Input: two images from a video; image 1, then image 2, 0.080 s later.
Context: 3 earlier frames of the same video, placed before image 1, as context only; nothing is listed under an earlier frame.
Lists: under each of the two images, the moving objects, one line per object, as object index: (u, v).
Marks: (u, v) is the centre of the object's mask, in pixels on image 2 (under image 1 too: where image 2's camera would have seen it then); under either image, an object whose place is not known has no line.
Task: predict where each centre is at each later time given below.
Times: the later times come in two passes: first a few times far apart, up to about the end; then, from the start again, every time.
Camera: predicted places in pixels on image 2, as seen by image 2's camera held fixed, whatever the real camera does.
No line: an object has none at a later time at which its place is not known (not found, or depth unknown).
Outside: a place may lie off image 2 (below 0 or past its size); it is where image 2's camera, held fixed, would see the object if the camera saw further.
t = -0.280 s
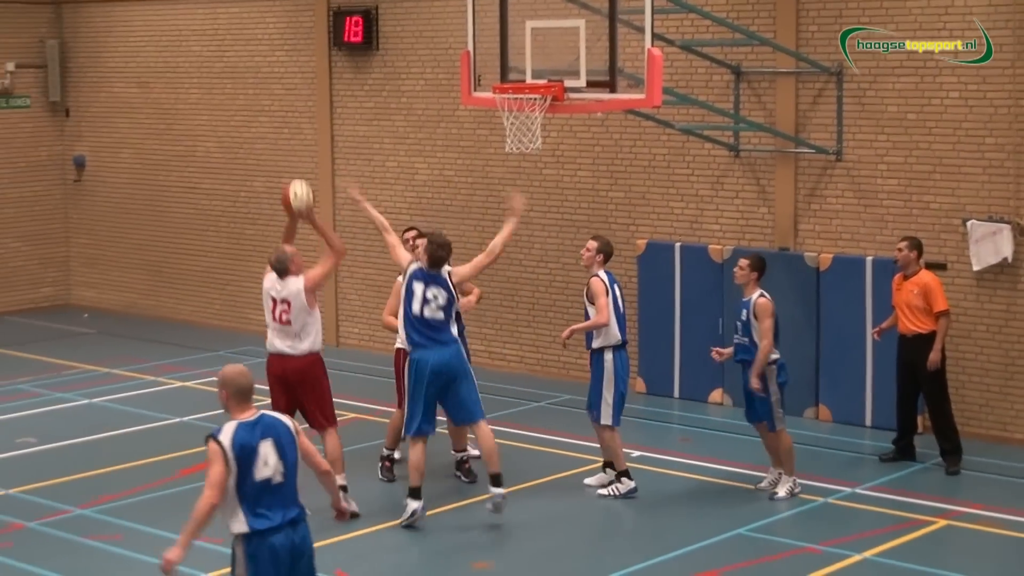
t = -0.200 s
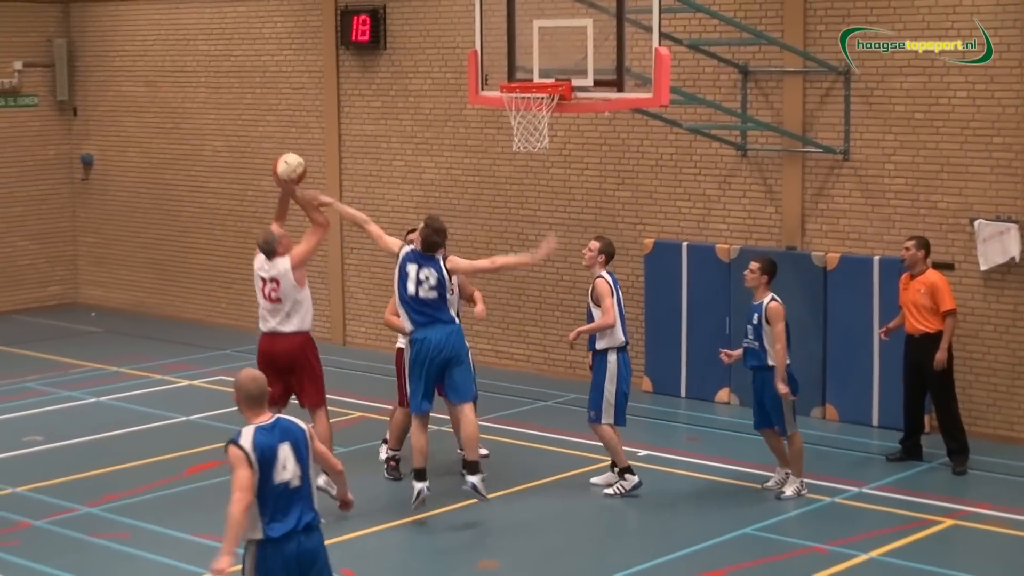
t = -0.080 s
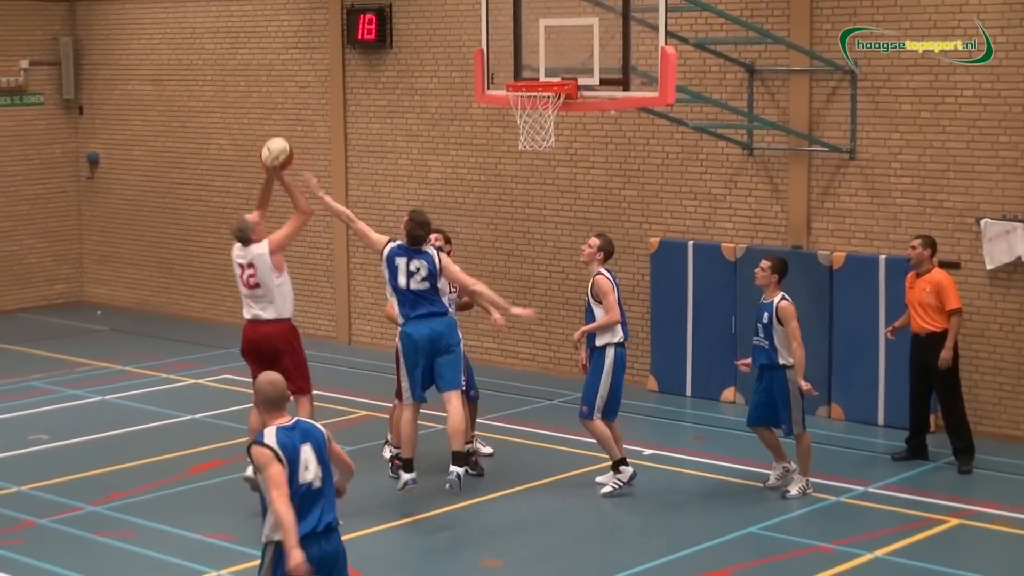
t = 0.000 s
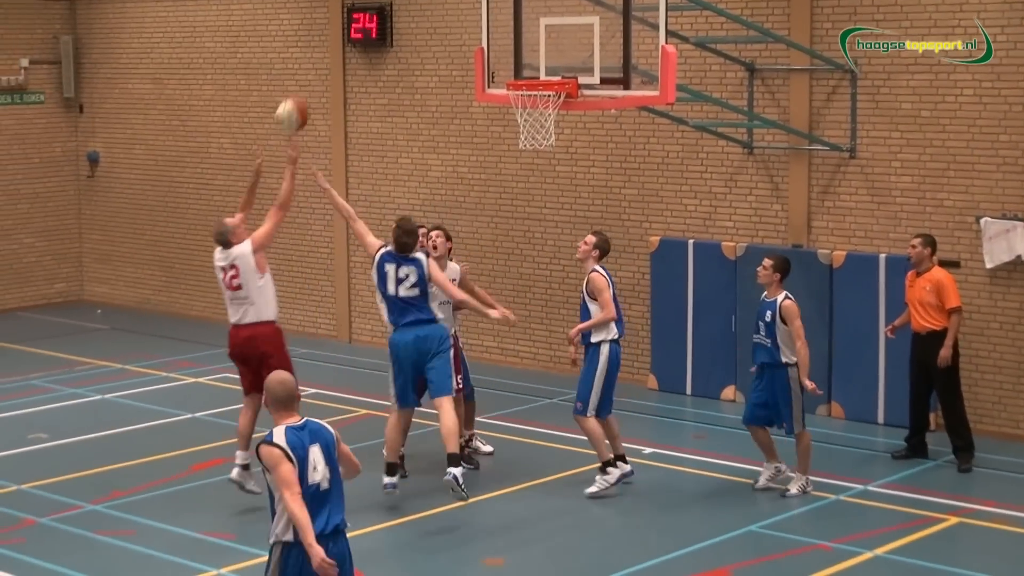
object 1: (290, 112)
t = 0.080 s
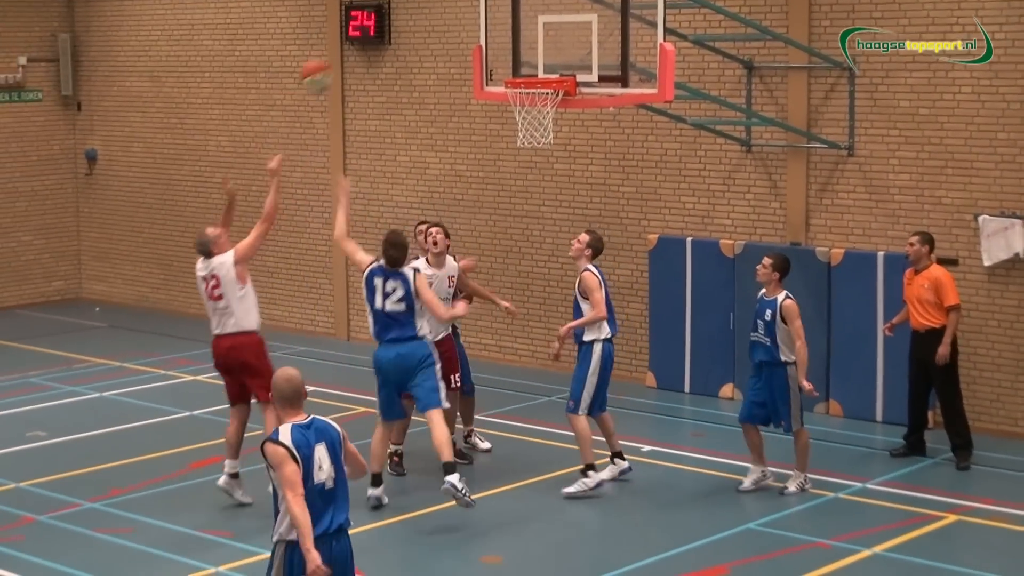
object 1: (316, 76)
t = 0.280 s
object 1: (384, 22)
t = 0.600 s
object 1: (490, 50)
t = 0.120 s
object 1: (331, 60)
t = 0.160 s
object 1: (344, 47)
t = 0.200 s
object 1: (357, 36)
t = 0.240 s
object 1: (371, 30)
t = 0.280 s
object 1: (384, 22)
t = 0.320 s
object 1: (397, 18)
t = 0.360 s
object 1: (411, 15)
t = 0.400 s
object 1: (425, 16)
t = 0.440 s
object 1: (438, 19)
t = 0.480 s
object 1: (451, 24)
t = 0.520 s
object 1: (464, 30)
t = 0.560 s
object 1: (477, 38)
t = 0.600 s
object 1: (490, 50)
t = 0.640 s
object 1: (504, 62)
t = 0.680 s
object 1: (509, 61)
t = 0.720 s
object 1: (511, 55)
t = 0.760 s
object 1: (514, 51)
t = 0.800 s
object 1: (516, 50)
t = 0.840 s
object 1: (519, 50)
